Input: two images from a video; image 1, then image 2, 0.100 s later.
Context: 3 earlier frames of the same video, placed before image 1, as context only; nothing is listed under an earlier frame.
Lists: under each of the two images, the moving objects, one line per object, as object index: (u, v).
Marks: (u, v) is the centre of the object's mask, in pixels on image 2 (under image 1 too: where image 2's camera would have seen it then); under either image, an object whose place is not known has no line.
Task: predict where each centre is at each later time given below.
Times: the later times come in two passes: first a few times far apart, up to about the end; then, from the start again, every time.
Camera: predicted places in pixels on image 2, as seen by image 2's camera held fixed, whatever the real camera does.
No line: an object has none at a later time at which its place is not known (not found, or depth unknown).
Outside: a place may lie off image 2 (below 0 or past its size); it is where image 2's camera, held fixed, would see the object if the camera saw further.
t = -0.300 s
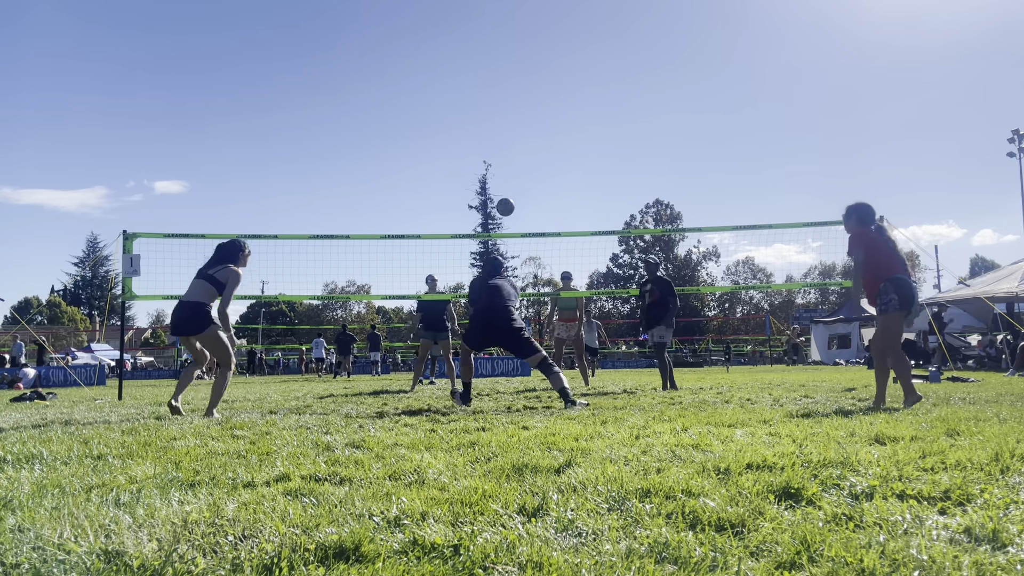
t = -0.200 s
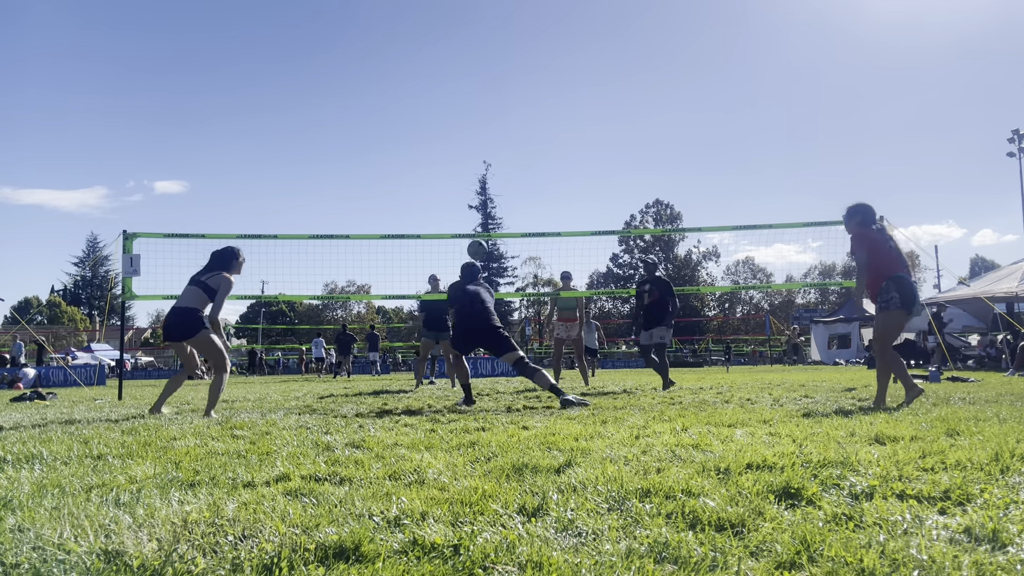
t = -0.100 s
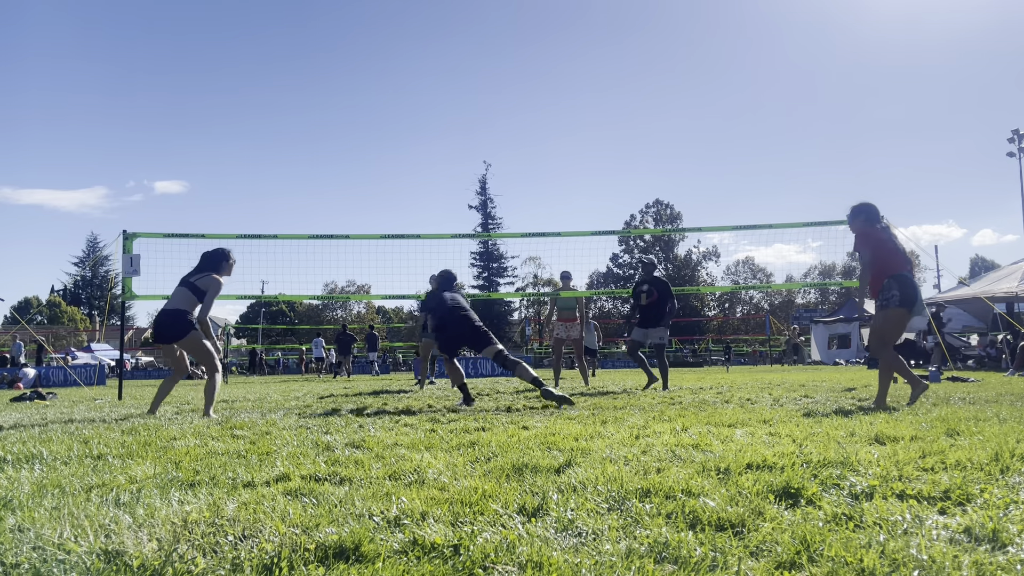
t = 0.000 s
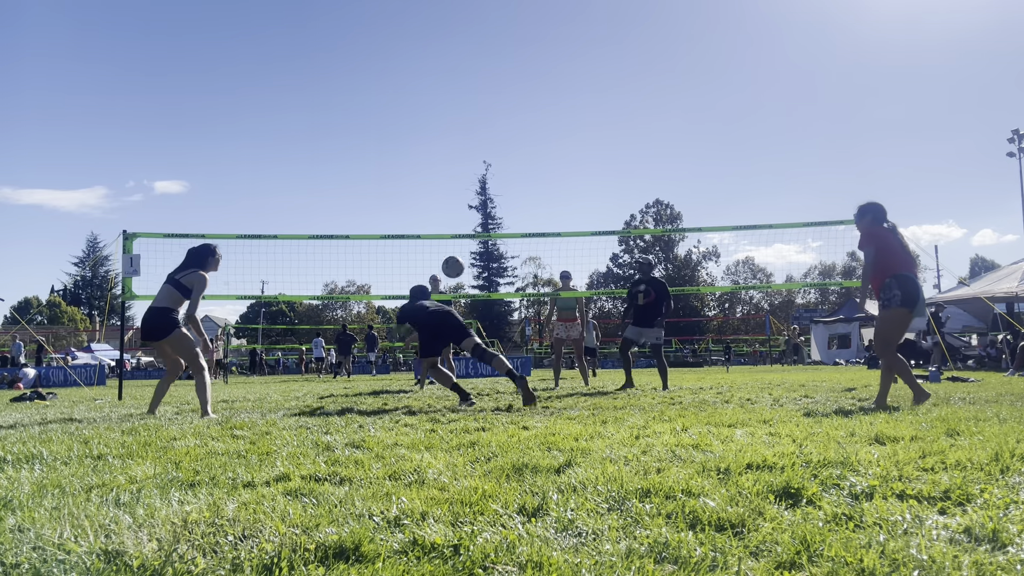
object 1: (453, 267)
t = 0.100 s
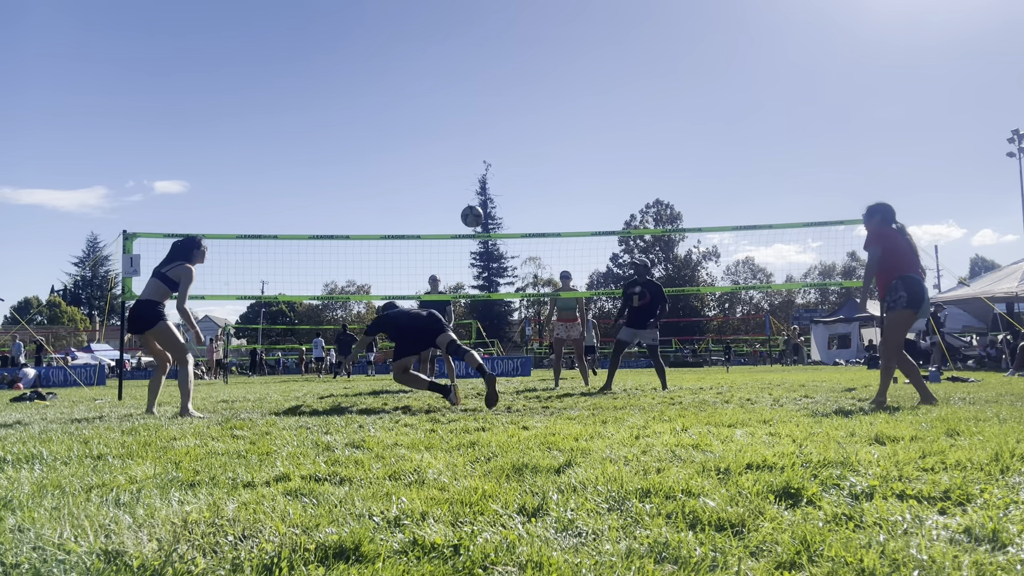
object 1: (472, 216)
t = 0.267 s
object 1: (503, 158)
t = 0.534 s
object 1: (553, 128)
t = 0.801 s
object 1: (601, 164)
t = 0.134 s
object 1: (478, 202)
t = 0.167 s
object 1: (484, 189)
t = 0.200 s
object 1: (491, 178)
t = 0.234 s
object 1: (497, 167)
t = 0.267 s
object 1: (503, 158)
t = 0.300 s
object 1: (510, 150)
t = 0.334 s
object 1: (516, 144)
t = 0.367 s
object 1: (522, 138)
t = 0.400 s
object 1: (529, 134)
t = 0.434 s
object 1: (535, 131)
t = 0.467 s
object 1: (541, 128)
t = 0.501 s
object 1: (547, 128)
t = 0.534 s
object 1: (553, 128)
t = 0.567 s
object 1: (559, 129)
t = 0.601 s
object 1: (565, 130)
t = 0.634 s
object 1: (571, 134)
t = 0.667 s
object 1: (577, 138)
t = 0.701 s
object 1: (583, 143)
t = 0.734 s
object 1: (589, 149)
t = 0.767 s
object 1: (595, 156)
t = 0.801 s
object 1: (601, 164)
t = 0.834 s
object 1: (606, 173)
